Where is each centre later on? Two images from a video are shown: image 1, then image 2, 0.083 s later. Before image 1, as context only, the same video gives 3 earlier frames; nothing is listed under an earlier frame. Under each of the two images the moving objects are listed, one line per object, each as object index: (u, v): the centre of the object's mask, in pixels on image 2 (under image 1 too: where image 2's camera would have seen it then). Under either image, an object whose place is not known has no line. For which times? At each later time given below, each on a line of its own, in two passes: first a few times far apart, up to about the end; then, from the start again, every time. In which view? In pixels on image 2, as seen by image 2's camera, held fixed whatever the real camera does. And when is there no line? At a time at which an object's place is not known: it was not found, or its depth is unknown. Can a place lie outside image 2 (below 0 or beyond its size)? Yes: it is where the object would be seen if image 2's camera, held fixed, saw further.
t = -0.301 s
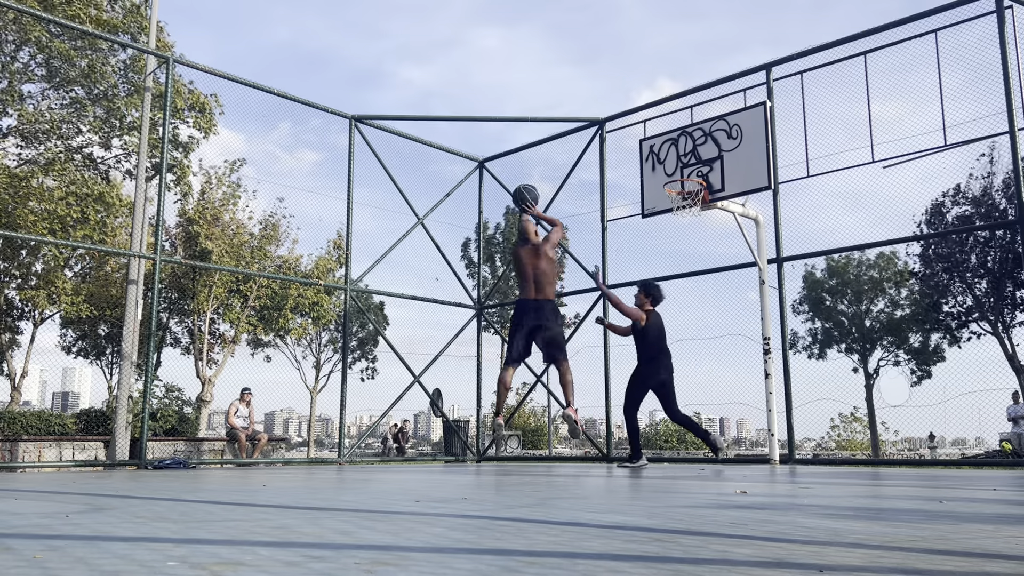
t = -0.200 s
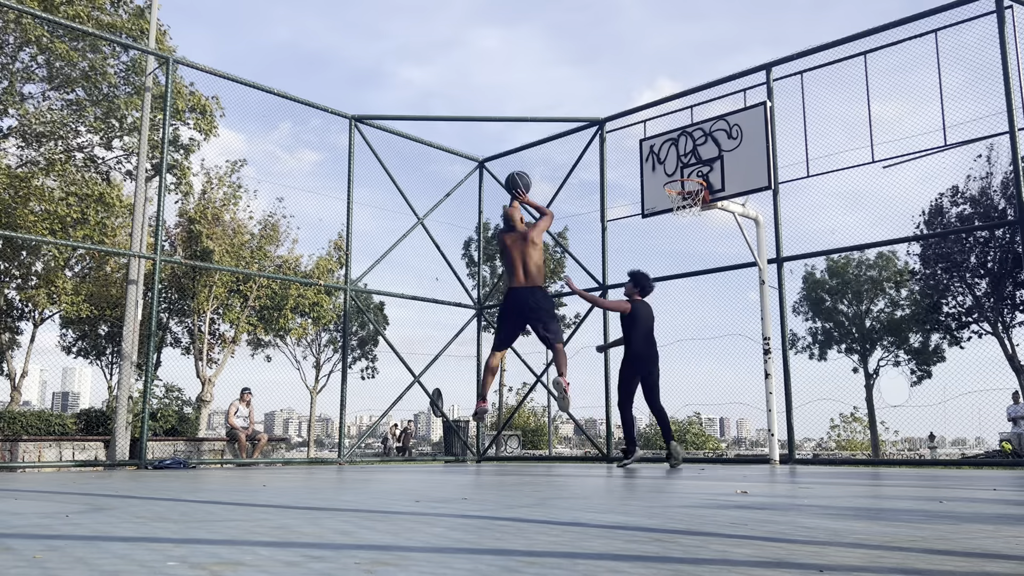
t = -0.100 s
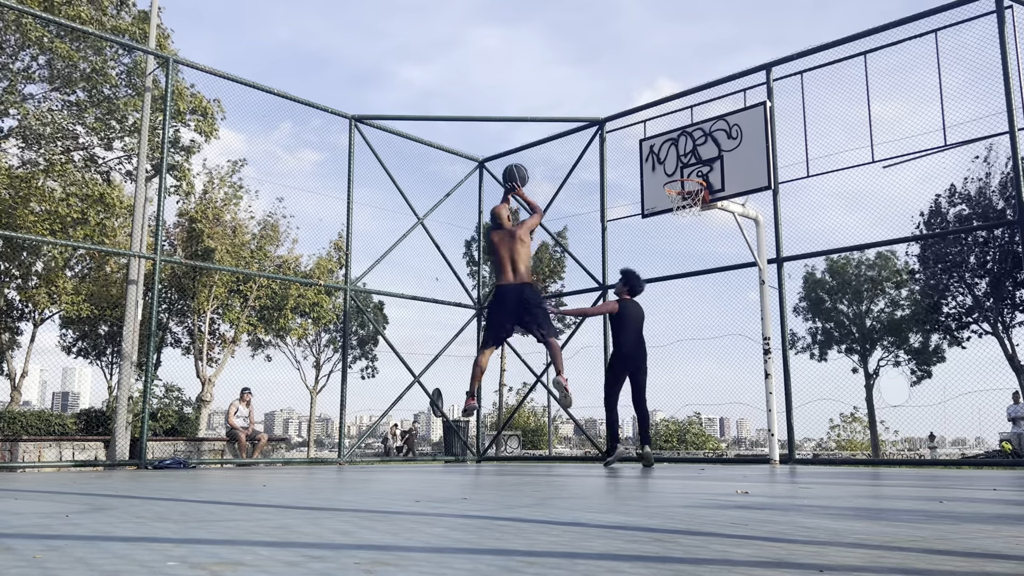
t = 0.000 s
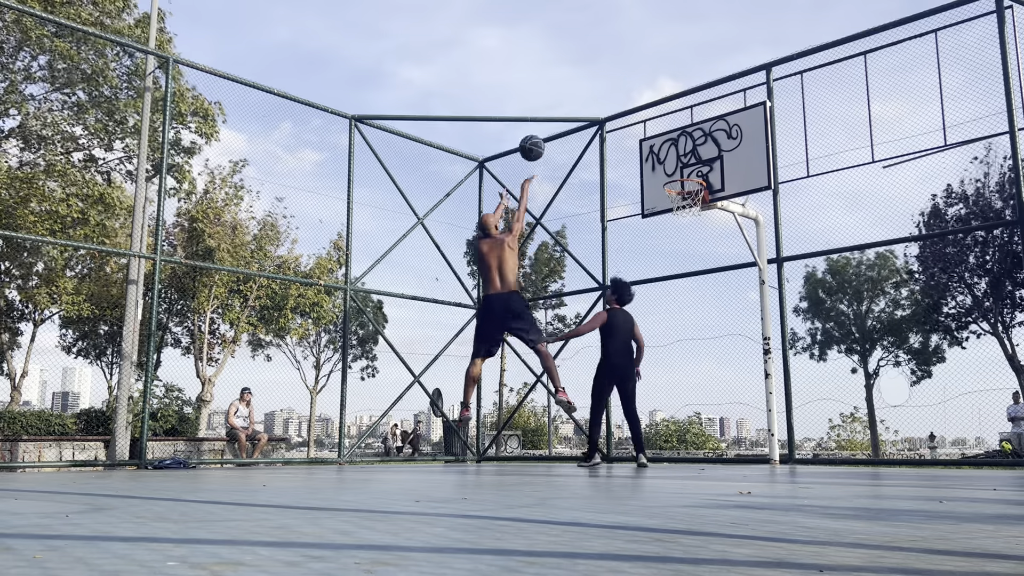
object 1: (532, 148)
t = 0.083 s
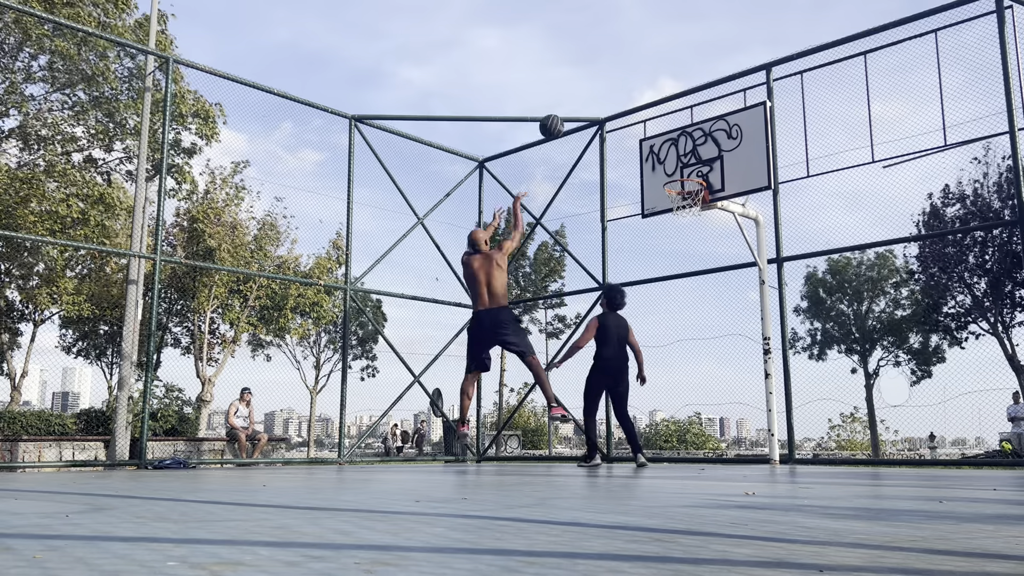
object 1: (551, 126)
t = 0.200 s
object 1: (578, 109)
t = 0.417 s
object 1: (623, 111)
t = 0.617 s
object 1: (660, 146)
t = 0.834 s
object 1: (688, 215)
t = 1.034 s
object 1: (683, 291)
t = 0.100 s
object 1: (555, 123)
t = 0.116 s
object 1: (559, 120)
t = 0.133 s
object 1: (563, 118)
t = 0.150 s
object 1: (567, 115)
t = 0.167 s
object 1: (571, 113)
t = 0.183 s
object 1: (574, 111)
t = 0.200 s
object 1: (578, 109)
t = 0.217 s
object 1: (581, 108)
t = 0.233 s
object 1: (585, 107)
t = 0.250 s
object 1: (589, 106)
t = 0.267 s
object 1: (592, 106)
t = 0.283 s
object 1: (596, 106)
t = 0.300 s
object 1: (599, 106)
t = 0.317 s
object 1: (603, 106)
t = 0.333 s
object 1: (606, 106)
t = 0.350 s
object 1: (610, 107)
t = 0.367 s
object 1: (613, 108)
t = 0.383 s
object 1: (616, 108)
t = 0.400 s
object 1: (620, 110)
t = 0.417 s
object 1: (623, 111)
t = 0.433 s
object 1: (626, 113)
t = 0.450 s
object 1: (629, 115)
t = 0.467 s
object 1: (632, 117)
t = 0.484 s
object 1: (635, 120)
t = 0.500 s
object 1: (639, 122)
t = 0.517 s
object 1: (642, 125)
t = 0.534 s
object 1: (645, 128)
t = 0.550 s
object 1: (648, 131)
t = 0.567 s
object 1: (651, 135)
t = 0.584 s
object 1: (654, 138)
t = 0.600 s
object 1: (657, 142)
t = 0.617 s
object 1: (660, 146)
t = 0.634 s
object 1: (663, 151)
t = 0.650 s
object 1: (666, 155)
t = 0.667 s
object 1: (669, 159)
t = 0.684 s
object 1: (672, 164)
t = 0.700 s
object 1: (675, 169)
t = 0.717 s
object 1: (678, 172)
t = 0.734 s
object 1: (681, 179)
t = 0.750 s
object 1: (685, 184)
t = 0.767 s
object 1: (686, 190)
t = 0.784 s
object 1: (690, 194)
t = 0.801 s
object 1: (688, 200)
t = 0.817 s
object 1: (688, 205)
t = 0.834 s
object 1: (688, 215)
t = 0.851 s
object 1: (688, 216)
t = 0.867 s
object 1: (687, 222)
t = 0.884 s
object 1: (687, 227)
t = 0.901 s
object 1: (686, 234)
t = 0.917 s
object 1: (686, 240)
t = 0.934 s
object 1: (685, 247)
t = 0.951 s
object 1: (685, 253)
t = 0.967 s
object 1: (685, 260)
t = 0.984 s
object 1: (684, 267)
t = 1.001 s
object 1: (684, 275)
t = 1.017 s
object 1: (684, 283)
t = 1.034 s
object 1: (683, 291)
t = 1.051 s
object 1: (683, 300)
